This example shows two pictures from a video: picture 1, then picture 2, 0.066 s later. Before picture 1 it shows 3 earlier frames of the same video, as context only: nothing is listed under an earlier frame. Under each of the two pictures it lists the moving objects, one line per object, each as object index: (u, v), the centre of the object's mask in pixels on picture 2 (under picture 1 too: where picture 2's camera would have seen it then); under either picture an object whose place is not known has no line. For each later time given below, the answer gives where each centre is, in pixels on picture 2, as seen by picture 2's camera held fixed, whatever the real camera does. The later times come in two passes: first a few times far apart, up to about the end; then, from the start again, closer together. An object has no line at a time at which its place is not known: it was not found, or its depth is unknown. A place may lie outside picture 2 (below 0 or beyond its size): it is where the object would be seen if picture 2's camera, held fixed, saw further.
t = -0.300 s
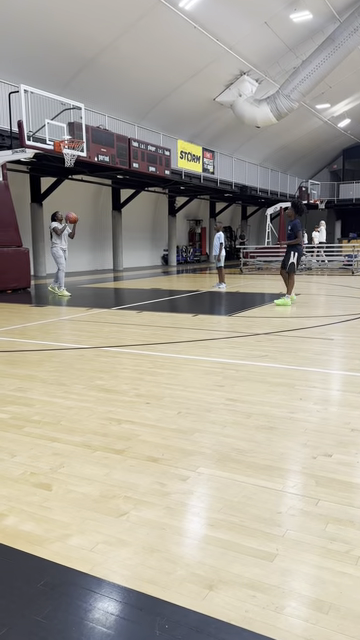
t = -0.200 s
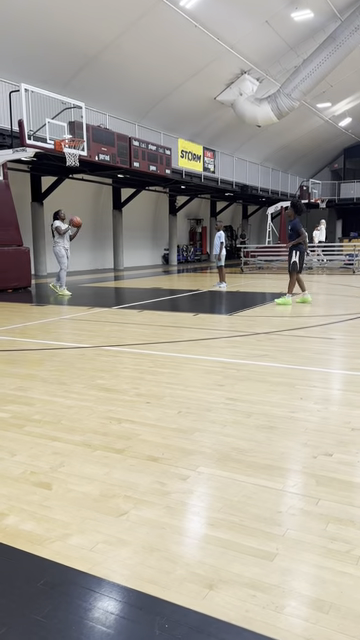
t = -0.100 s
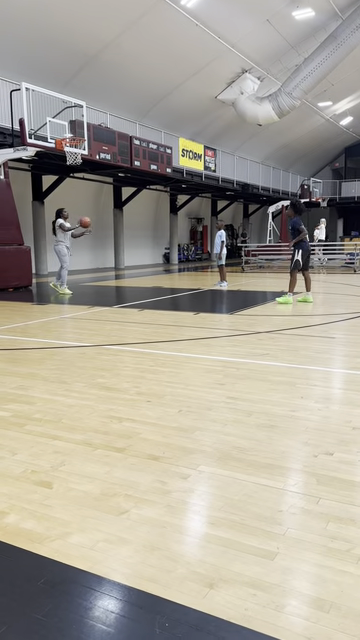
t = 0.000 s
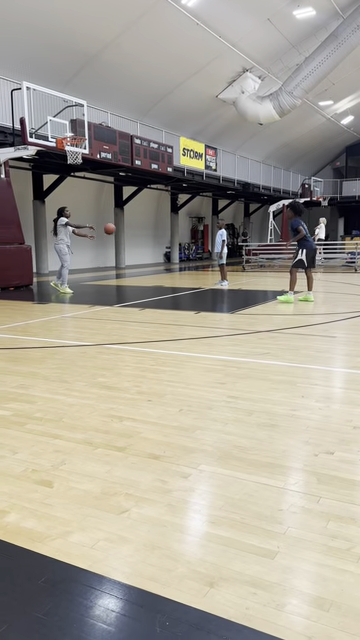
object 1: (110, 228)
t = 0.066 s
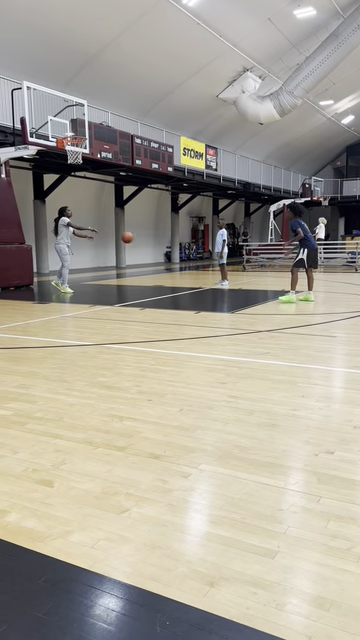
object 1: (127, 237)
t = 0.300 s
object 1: (190, 287)
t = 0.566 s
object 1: (232, 250)
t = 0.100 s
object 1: (135, 242)
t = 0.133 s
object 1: (144, 248)
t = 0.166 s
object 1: (153, 255)
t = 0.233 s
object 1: (172, 269)
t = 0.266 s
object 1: (180, 278)
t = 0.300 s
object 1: (190, 287)
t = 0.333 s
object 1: (197, 289)
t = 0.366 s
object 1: (202, 282)
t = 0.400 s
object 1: (207, 275)
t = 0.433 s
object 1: (212, 269)
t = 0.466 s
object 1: (217, 263)
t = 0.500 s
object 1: (222, 258)
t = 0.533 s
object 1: (227, 253)
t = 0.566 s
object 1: (232, 250)
